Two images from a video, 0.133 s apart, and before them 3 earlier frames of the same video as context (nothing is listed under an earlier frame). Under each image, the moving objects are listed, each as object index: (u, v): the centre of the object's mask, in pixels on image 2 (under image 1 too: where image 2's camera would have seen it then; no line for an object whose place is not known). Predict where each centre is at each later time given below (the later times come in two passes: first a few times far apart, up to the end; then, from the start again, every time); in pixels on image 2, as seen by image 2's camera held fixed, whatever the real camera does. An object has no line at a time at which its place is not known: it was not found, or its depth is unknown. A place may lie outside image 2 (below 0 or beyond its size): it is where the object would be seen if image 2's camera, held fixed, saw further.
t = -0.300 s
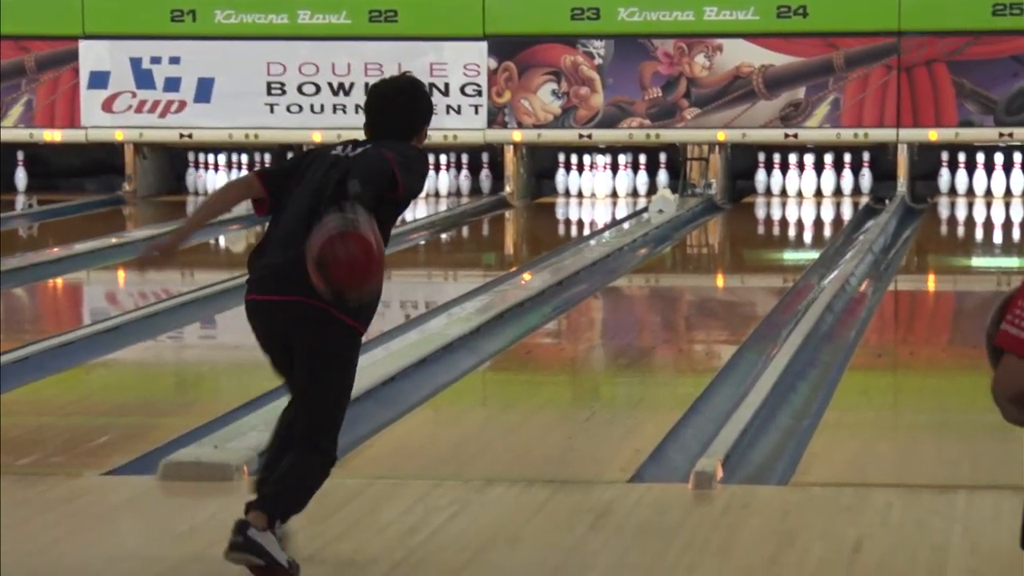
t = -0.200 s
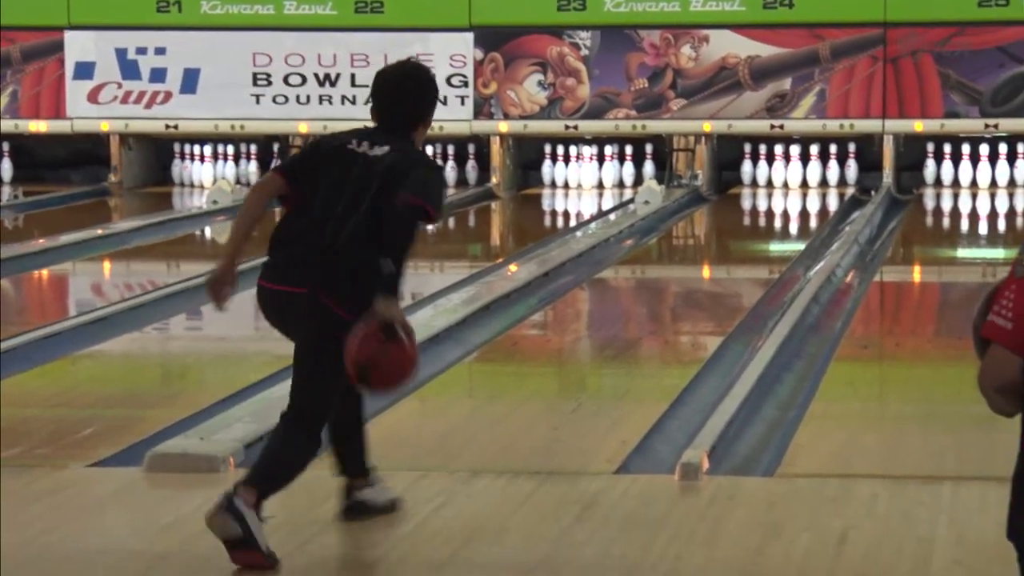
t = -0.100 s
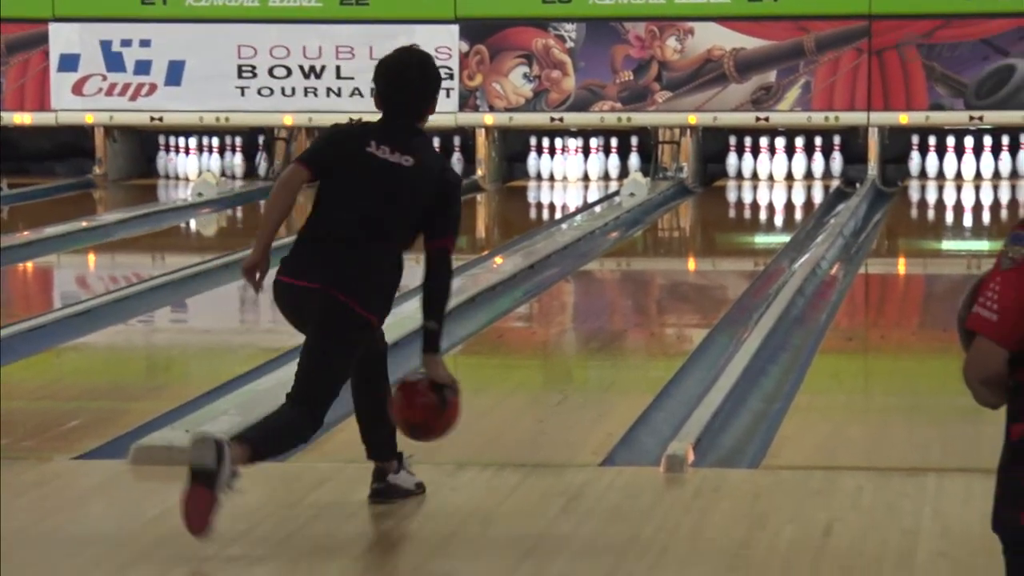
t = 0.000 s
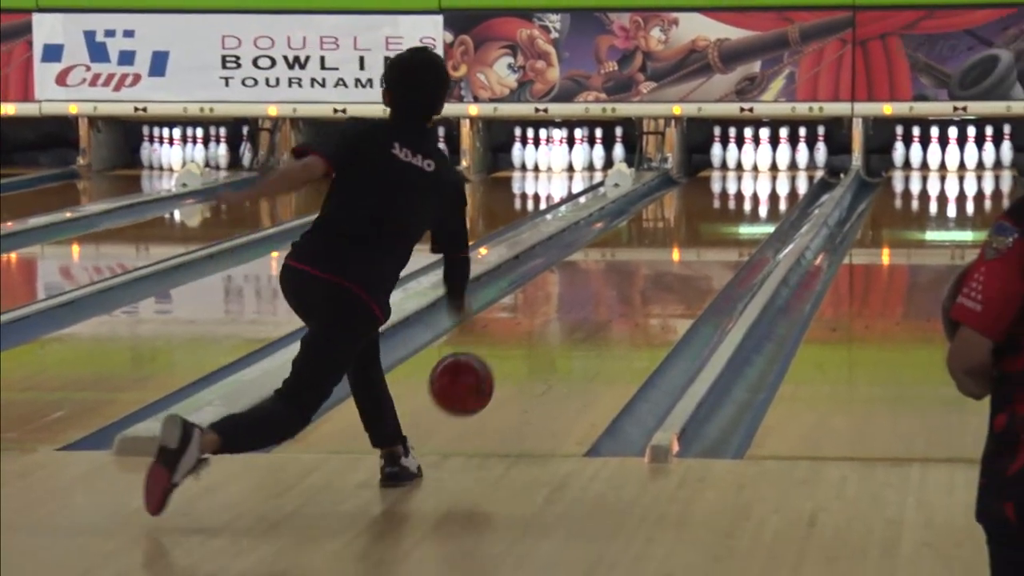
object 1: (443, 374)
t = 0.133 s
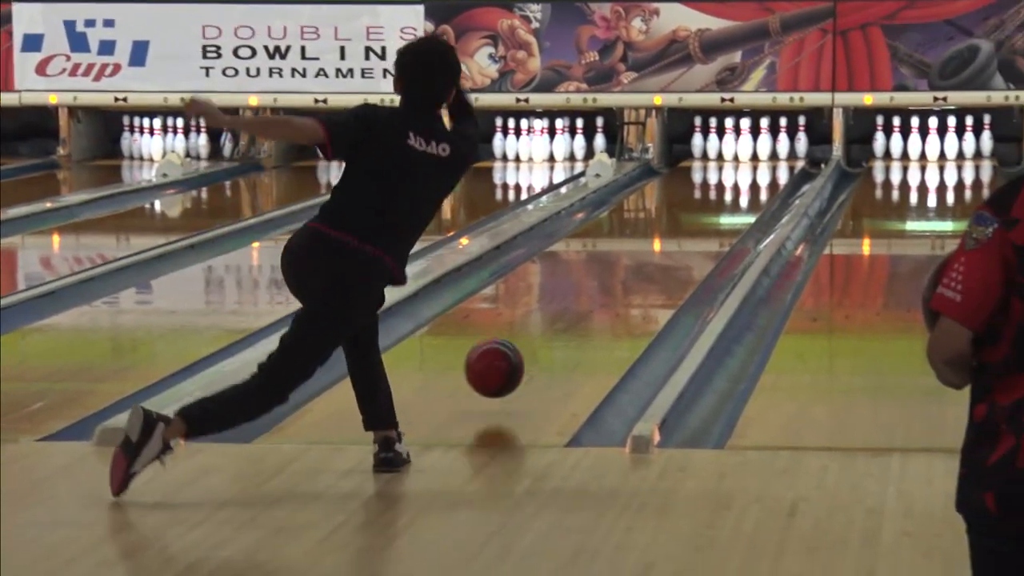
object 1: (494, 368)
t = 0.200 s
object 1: (517, 363)
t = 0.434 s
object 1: (580, 318)
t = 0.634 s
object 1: (623, 286)
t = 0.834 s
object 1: (657, 261)
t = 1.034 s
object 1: (685, 240)
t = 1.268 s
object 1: (711, 220)
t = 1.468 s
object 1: (728, 204)
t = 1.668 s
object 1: (741, 191)
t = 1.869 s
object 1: (749, 180)
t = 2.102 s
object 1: (754, 169)
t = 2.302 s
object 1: (754, 161)
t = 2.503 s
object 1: (750, 154)
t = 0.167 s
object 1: (506, 373)
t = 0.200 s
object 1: (517, 363)
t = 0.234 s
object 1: (527, 354)
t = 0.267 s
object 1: (536, 349)
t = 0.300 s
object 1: (546, 344)
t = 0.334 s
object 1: (555, 337)
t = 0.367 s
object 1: (564, 331)
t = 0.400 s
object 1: (572, 324)
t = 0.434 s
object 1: (580, 318)
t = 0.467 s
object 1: (588, 313)
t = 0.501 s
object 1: (595, 307)
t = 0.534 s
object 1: (603, 302)
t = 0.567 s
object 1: (610, 297)
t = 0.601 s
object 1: (616, 292)
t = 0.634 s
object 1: (623, 286)
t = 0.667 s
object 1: (629, 282)
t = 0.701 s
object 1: (635, 277)
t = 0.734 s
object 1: (640, 273)
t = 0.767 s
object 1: (646, 269)
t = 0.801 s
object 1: (652, 265)
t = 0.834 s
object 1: (657, 261)
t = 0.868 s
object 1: (662, 257)
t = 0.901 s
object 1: (667, 253)
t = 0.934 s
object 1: (672, 250)
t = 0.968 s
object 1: (676, 247)
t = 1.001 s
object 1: (681, 243)
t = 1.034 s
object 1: (685, 240)
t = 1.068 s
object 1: (690, 236)
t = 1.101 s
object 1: (693, 233)
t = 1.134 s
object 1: (697, 230)
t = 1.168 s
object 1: (701, 228)
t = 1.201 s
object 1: (705, 224)
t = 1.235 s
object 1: (708, 222)
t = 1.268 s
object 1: (711, 220)
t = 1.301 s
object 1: (714, 217)
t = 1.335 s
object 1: (718, 214)
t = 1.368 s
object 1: (720, 211)
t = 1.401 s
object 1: (723, 209)
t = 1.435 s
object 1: (726, 207)
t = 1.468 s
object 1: (728, 204)
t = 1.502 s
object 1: (731, 202)
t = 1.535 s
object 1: (733, 200)
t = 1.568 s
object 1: (734, 198)
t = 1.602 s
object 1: (736, 196)
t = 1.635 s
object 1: (739, 193)
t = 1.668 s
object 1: (741, 191)
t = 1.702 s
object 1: (742, 189)
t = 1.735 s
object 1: (744, 187)
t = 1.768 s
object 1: (745, 186)
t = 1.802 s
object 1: (746, 183)
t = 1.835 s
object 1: (747, 182)
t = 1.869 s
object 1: (749, 180)
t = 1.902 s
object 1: (750, 178)
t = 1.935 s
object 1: (751, 177)
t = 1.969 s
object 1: (752, 175)
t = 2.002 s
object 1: (752, 173)
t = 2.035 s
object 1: (753, 172)
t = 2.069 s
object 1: (753, 170)
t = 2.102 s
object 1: (754, 169)
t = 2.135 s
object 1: (754, 167)
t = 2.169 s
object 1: (754, 166)
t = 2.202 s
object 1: (754, 164)
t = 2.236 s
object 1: (754, 163)
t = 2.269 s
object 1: (754, 162)
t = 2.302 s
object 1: (754, 161)
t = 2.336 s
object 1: (754, 160)
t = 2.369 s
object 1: (753, 158)
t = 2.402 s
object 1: (752, 157)
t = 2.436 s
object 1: (752, 156)
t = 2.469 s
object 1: (751, 155)
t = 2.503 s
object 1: (750, 154)
